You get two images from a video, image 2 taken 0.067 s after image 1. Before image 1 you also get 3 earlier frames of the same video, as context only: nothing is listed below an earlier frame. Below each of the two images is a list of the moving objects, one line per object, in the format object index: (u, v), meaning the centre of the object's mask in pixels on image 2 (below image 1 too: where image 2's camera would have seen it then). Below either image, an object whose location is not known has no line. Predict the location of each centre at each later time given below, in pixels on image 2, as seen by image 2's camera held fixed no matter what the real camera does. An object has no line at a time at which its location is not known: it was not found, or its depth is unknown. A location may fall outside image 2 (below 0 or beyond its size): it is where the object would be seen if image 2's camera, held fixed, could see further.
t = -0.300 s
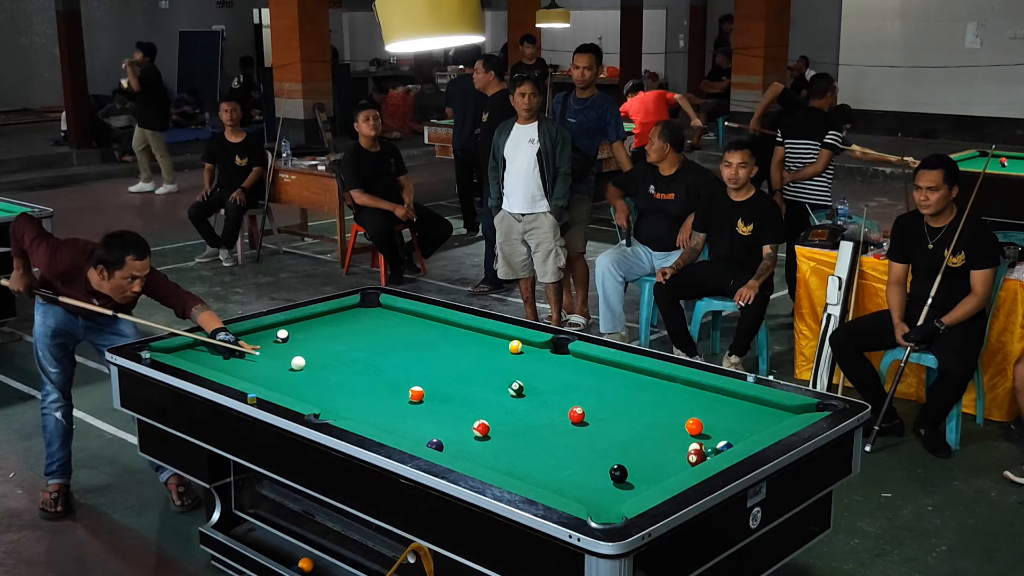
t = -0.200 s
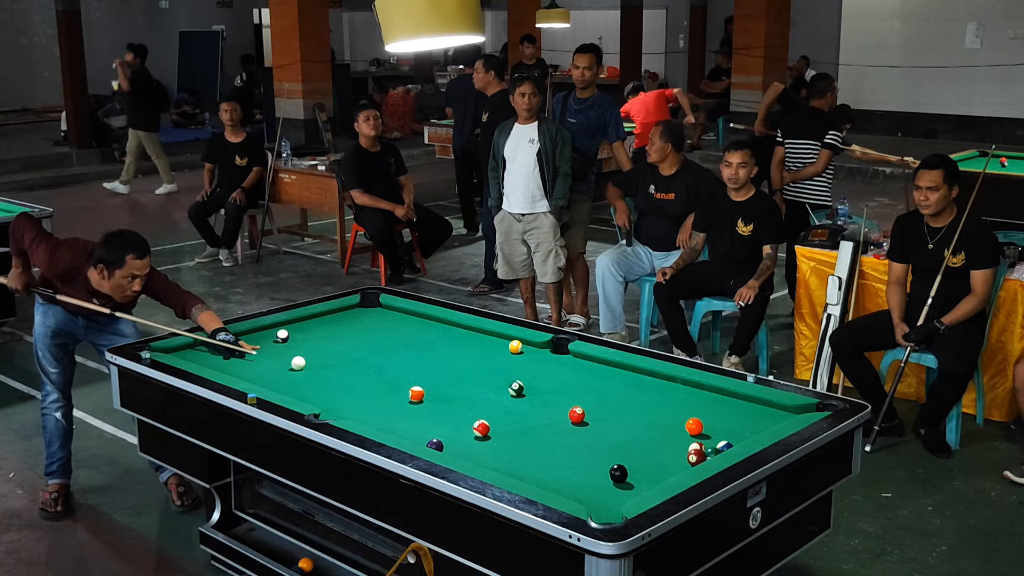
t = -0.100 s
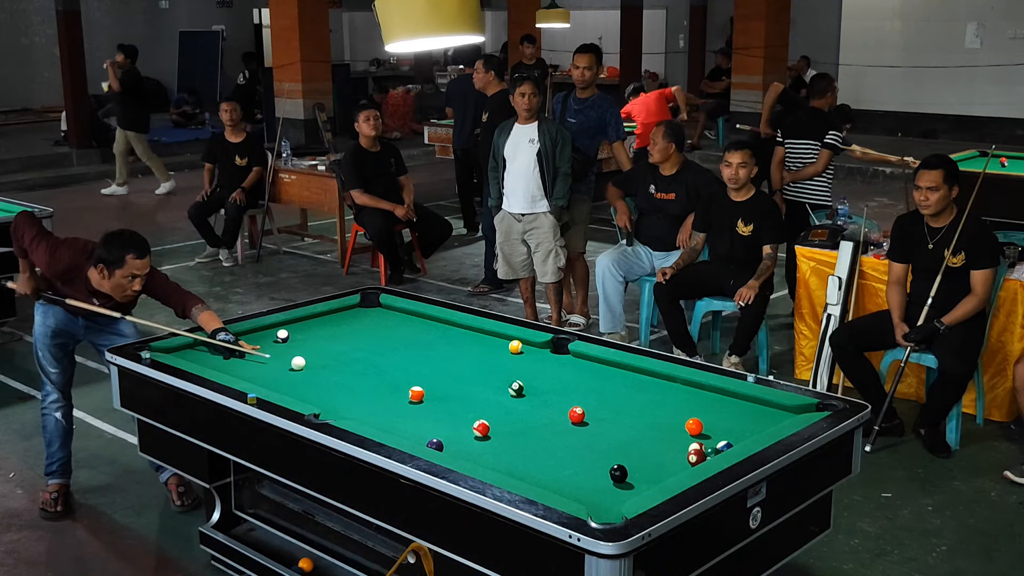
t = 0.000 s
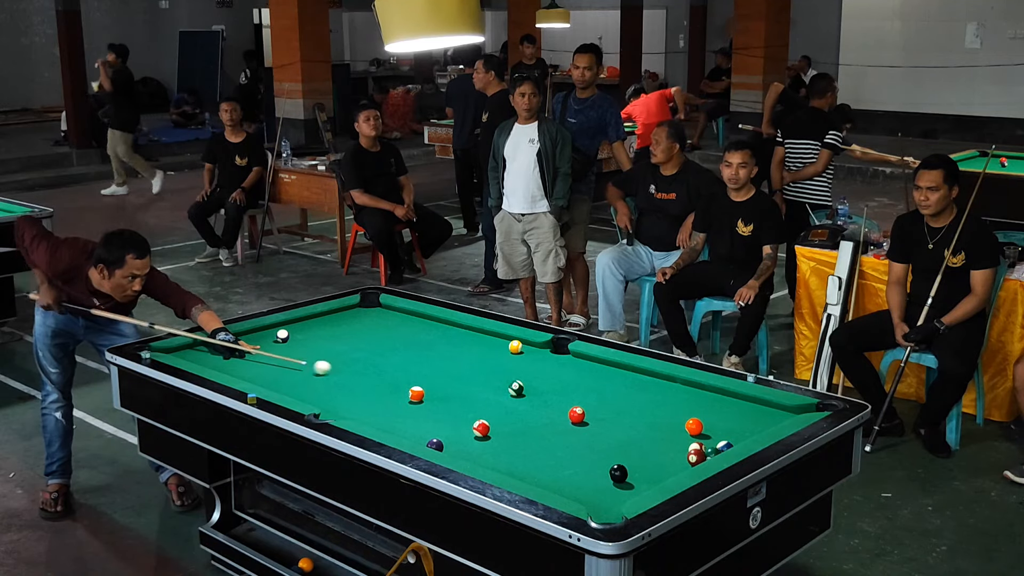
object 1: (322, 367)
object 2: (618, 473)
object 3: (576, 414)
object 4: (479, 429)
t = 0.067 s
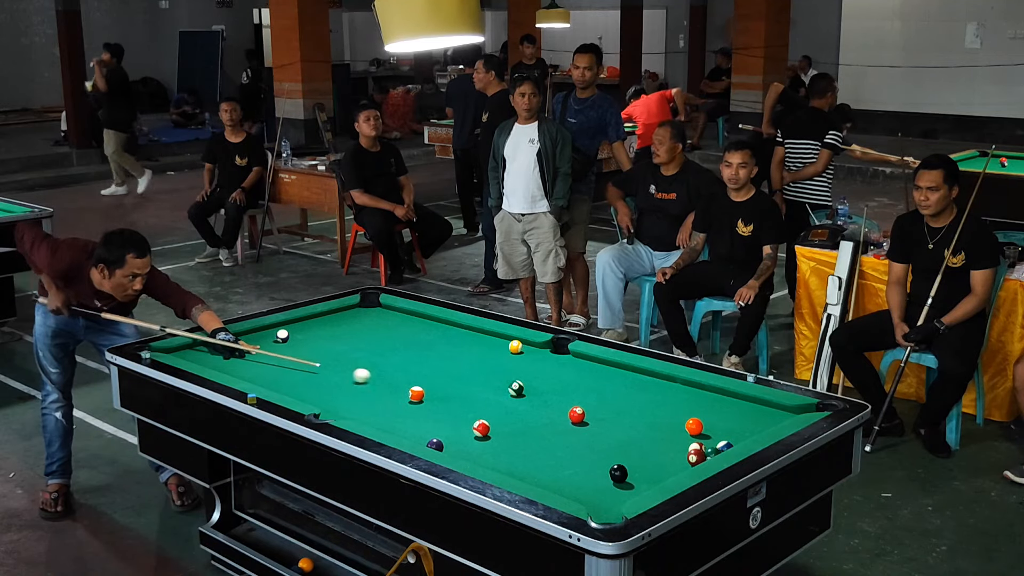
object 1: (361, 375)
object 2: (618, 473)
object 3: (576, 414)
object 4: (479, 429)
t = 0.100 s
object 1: (380, 379)
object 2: (618, 473)
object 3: (576, 414)
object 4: (479, 429)
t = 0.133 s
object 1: (398, 383)
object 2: (618, 473)
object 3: (576, 414)
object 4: (479, 429)
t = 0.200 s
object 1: (434, 390)
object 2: (618, 473)
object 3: (576, 414)
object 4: (479, 429)
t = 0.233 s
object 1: (451, 393)
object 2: (618, 473)
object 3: (576, 414)
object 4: (479, 429)
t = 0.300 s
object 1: (487, 401)
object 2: (618, 473)
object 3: (576, 414)
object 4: (479, 429)
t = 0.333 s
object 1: (505, 404)
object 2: (618, 473)
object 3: (576, 414)
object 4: (479, 429)
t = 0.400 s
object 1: (543, 412)
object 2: (618, 473)
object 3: (576, 414)
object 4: (479, 429)
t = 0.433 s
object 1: (561, 416)
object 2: (618, 473)
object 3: (578, 414)
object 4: (479, 429)
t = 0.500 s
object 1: (570, 427)
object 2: (618, 473)
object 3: (604, 412)
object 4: (479, 429)
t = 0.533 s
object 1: (576, 432)
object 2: (618, 473)
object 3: (614, 411)
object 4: (479, 429)
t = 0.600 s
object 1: (592, 443)
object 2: (618, 473)
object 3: (634, 410)
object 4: (479, 429)
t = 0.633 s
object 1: (600, 448)
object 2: (618, 473)
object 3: (643, 410)
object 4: (479, 429)
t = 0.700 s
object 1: (617, 458)
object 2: (618, 473)
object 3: (662, 408)
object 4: (479, 429)
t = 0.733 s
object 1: (627, 464)
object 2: (618, 473)
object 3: (672, 408)
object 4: (479, 429)
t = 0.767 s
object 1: (637, 471)
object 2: (616, 474)
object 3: (681, 407)
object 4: (479, 429)
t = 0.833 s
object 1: (660, 478)
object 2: (612, 477)
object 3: (699, 406)
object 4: (479, 429)
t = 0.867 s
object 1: (655, 478)
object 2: (609, 478)
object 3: (708, 406)
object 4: (479, 429)
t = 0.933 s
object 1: (638, 474)
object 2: (605, 481)
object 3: (726, 405)
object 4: (479, 429)
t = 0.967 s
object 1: (630, 471)
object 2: (602, 482)
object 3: (734, 404)
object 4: (479, 429)
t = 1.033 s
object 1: (613, 467)
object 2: (598, 484)
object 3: (752, 403)
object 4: (479, 429)
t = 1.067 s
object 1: (606, 465)
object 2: (596, 485)
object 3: (760, 402)
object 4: (479, 429)
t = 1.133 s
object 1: (590, 461)
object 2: (592, 487)
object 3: (764, 406)
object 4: (479, 429)
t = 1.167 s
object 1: (583, 459)
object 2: (590, 488)
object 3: (765, 408)
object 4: (479, 429)
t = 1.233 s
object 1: (568, 455)
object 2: (586, 491)
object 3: (767, 411)
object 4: (479, 429)
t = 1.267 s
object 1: (561, 453)
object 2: (584, 492)
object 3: (768, 413)
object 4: (479, 429)
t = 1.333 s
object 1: (547, 449)
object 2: (580, 494)
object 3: (770, 417)
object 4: (479, 429)
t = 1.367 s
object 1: (540, 447)
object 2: (578, 494)
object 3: (771, 419)
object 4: (479, 429)
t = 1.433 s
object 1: (526, 444)
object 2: (575, 495)
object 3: (772, 421)
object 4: (479, 429)
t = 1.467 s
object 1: (520, 442)
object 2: (574, 495)
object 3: (772, 422)
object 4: (479, 429)
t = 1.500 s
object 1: (514, 440)
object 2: (572, 495)
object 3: (770, 423)
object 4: (479, 429)
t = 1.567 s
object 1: (501, 437)
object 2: (573, 495)
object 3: (762, 425)
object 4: (479, 429)
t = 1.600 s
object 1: (495, 435)
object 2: (574, 495)
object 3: (758, 426)
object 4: (479, 429)
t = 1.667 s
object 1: (486, 434)
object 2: (576, 495)
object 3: (751, 428)
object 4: (476, 426)
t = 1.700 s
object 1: (483, 434)
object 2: (577, 495)
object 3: (747, 428)
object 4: (475, 424)
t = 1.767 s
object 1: (477, 434)
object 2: (579, 495)
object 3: (740, 429)
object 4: (472, 422)
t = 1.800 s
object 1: (473, 434)
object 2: (579, 494)
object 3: (736, 429)
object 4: (471, 421)
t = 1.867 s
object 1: (467, 435)
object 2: (581, 494)
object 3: (729, 430)
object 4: (467, 419)
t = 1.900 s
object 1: (464, 435)
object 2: (582, 494)
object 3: (726, 431)
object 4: (465, 418)
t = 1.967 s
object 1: (459, 435)
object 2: (583, 493)
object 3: (719, 431)
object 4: (461, 416)
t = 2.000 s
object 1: (456, 435)
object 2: (584, 493)
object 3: (715, 432)
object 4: (460, 415)
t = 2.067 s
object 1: (450, 435)
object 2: (585, 492)
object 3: (708, 433)
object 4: (457, 413)
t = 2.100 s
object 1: (448, 435)
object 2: (585, 492)
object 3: (705, 433)
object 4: (454, 413)
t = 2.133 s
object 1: (446, 435)
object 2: (586, 491)
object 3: (702, 434)
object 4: (453, 412)
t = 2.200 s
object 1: (441, 434)
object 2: (587, 491)
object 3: (696, 434)
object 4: (451, 410)
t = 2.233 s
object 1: (438, 434)
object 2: (587, 491)
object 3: (692, 435)
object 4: (449, 409)
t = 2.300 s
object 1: (433, 434)
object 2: (587, 490)
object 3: (686, 435)
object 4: (447, 407)
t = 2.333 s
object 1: (430, 434)
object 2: (588, 490)
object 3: (683, 436)
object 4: (445, 406)
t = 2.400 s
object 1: (426, 435)
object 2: (588, 489)
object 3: (677, 436)
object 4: (442, 405)
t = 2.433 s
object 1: (424, 435)
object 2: (588, 489)
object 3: (674, 437)
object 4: (441, 404)
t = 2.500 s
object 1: (420, 436)
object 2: (588, 489)
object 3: (669, 437)
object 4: (438, 402)
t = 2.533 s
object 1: (418, 436)
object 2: (588, 489)
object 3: (666, 438)
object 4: (437, 401)
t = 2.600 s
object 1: (415, 435)
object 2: (588, 489)
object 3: (661, 438)
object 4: (435, 400)
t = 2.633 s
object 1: (413, 435)
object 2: (588, 489)
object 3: (658, 438)
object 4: (434, 400)
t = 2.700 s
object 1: (410, 435)
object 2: (588, 489)
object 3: (653, 439)
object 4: (432, 398)
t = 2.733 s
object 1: (408, 434)
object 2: (588, 489)
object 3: (650, 439)
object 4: (431, 398)
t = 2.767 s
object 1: (406, 434)
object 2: (588, 489)
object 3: (648, 440)
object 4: (430, 397)
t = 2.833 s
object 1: (403, 434)
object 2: (588, 489)
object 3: (644, 440)
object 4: (429, 396)
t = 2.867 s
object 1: (402, 434)
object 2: (588, 489)
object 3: (641, 441)
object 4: (429, 396)
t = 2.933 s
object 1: (401, 433)
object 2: (588, 489)
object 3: (637, 441)
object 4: (429, 395)
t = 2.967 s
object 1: (401, 433)
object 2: (588, 489)
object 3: (635, 441)
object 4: (429, 395)
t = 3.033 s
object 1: (401, 433)
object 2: (588, 489)
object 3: (631, 442)
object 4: (429, 395)
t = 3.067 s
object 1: (401, 433)
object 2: (588, 489)
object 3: (629, 442)
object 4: (429, 395)
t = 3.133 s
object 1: (402, 433)
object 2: (588, 489)
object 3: (625, 443)
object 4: (429, 394)
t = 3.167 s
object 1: (402, 432)
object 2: (588, 489)
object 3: (624, 443)
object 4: (429, 394)
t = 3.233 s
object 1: (403, 432)
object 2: (588, 489)
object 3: (620, 444)
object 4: (429, 394)
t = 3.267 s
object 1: (403, 432)
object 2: (588, 489)
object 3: (619, 444)
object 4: (429, 394)
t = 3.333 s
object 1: (403, 432)
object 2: (588, 489)
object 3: (616, 444)
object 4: (429, 394)
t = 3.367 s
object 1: (403, 432)
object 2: (588, 489)
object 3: (614, 444)
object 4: (429, 394)
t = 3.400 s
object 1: (404, 432)
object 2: (588, 489)
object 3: (613, 445)
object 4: (429, 393)
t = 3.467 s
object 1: (404, 432)
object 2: (588, 489)
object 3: (610, 445)
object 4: (429, 393)
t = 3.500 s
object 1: (404, 432)
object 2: (588, 489)
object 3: (609, 445)
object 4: (429, 393)
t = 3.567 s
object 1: (404, 432)
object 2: (588, 489)
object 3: (607, 446)
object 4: (429, 393)
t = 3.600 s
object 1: (404, 432)
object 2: (588, 489)
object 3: (606, 446)
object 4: (429, 393)
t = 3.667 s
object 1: (403, 432)
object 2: (588, 489)
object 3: (604, 446)
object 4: (429, 393)
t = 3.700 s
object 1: (404, 432)
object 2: (588, 489)
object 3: (603, 446)
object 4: (429, 394)
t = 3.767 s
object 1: (403, 432)
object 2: (588, 489)
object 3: (601, 447)
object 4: (429, 394)
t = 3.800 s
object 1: (403, 432)
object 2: (588, 489)
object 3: (600, 447)
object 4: (429, 393)
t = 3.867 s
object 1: (403, 432)
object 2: (588, 489)
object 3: (598, 447)
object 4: (429, 393)
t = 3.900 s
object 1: (403, 432)
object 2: (588, 489)
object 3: (598, 447)
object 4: (429, 393)
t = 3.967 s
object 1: (403, 433)
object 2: (588, 489)
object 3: (597, 447)
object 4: (429, 393)
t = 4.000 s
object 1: (403, 433)
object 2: (588, 489)
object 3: (596, 448)
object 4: (429, 394)
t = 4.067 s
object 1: (403, 432)
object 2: (588, 489)
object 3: (595, 448)
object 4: (429, 394)
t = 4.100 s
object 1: (403, 432)
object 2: (588, 489)
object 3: (595, 448)
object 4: (429, 393)
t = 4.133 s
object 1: (403, 432)
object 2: (588, 489)
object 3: (595, 448)
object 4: (429, 394)
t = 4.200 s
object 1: (403, 432)
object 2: (588, 489)
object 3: (594, 448)
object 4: (429, 393)
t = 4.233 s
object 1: (403, 433)
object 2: (588, 489)
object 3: (594, 449)
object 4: (429, 394)
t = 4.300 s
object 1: (403, 432)
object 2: (588, 489)
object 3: (594, 449)
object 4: (429, 393)
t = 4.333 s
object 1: (403, 432)
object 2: (588, 489)
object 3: (594, 449)
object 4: (429, 394)
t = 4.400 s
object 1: (403, 432)
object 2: (588, 489)
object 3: (594, 449)
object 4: (429, 393)
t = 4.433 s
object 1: (403, 432)
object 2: (588, 489)
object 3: (594, 449)
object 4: (429, 393)
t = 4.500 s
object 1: (403, 432)
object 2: (588, 489)
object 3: (594, 449)
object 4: (429, 393)
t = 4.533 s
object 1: (403, 433)
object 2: (588, 489)
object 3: (594, 449)
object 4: (429, 393)
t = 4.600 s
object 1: (403, 433)
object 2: (588, 489)
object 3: (595, 449)
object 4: (429, 393)
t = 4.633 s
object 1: (403, 432)
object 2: (588, 489)
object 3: (595, 449)
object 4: (429, 393)
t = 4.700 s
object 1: (403, 433)
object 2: (588, 489)
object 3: (595, 448)
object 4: (429, 393)
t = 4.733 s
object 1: (403, 433)
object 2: (588, 489)
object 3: (595, 448)
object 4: (429, 393)
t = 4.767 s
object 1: (403, 433)
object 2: (588, 489)
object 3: (595, 448)
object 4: (429, 393)
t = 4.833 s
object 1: (403, 433)
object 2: (588, 489)
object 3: (595, 448)
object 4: (429, 393)
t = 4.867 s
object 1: (403, 433)
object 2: (588, 489)
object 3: (595, 448)
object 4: (429, 393)
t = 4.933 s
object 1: (403, 432)
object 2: (588, 489)
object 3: (595, 448)
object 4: (429, 393)
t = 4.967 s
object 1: (403, 432)
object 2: (588, 489)
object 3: (595, 448)
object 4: (429, 393)
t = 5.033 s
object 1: (403, 433)
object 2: (588, 489)
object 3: (595, 448)
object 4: (429, 393)
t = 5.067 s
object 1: (403, 433)
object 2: (588, 489)
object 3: (595, 448)
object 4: (429, 393)
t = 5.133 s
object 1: (403, 433)
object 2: (588, 489)
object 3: (595, 448)
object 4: (429, 394)
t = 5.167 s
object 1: (403, 433)
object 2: (588, 489)
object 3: (595, 448)
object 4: (429, 393)
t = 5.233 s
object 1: (403, 433)
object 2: (588, 489)
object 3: (595, 448)
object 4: (429, 394)
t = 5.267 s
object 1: (403, 433)
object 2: (588, 489)
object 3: (595, 448)
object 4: (429, 394)
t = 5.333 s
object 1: (403, 433)
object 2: (588, 489)
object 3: (595, 448)
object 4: (429, 394)
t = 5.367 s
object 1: (403, 433)
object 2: (588, 489)
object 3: (595, 448)
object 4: (429, 394)
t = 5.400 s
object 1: (403, 433)
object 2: (588, 489)
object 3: (595, 448)
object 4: (429, 393)
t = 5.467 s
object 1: (403, 433)
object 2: (588, 489)
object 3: (595, 448)
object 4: (429, 393)
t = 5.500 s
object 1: (403, 433)
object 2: (588, 489)
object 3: (595, 448)
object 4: (429, 393)
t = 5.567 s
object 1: (403, 433)
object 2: (588, 489)
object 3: (595, 448)
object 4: (429, 393)
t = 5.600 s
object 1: (403, 433)
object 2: (588, 489)
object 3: (595, 448)
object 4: (429, 393)
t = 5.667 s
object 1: (403, 433)
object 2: (588, 489)
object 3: (595, 448)
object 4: (429, 393)
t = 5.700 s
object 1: (403, 433)
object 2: (588, 489)
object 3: (595, 448)
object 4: (429, 393)
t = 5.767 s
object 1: (403, 433)
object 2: (588, 489)
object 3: (595, 448)
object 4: (429, 393)
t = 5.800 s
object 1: (403, 433)
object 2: (588, 489)
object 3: (595, 448)
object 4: (429, 394)
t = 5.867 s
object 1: (403, 433)
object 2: (588, 489)
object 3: (595, 448)
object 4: (429, 394)
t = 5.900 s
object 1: (403, 433)
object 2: (588, 489)
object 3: (595, 448)
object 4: (429, 393)
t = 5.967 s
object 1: (403, 432)
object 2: (588, 489)
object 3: (595, 448)
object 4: (429, 393)
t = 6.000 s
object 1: (403, 432)
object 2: (588, 489)
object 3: (595, 448)
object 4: (429, 393)
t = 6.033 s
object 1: (403, 433)
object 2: (588, 489)
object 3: (595, 448)
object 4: (429, 393)
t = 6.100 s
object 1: (403, 433)
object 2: (588, 489)
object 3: (595, 448)
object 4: (429, 393)
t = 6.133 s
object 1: (403, 433)
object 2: (588, 489)
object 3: (595, 448)
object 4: (429, 393)
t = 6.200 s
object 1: (403, 433)
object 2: (588, 489)
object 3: (595, 448)
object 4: (429, 393)
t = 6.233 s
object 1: (403, 433)
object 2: (588, 489)
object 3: (595, 448)
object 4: (429, 394)
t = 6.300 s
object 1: (403, 433)
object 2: (588, 489)
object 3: (595, 448)
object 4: (429, 394)
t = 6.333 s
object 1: (403, 433)
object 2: (588, 489)
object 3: (595, 448)
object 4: (429, 393)
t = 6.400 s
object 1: (403, 433)
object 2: (588, 489)
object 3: (595, 448)
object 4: (429, 393)
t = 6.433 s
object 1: (403, 433)
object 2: (588, 489)
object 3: (595, 449)
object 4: (429, 393)
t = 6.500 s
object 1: (403, 433)
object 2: (588, 489)
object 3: (595, 448)
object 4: (429, 394)
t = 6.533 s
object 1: (403, 433)
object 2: (588, 489)
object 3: (595, 448)
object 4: (429, 394)
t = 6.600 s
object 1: (403, 433)
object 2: (588, 489)
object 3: (595, 448)
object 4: (429, 393)
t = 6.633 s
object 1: (403, 433)
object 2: (588, 489)
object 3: (595, 448)
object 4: (429, 394)
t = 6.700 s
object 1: (403, 433)
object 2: (588, 489)
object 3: (595, 448)
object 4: (429, 394)
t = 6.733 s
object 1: (403, 433)
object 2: (588, 489)
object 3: (595, 448)
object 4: (429, 393)
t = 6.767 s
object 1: (403, 433)
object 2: (588, 489)
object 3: (595, 448)
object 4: (429, 393)
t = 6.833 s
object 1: (403, 433)
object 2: (588, 489)
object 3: (595, 448)
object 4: (429, 393)
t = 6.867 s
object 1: (403, 433)
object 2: (588, 489)
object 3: (595, 448)
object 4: (429, 393)
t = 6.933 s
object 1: (403, 433)
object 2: (588, 489)
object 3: (595, 448)
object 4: (429, 393)
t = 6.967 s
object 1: (403, 433)
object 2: (588, 489)
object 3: (595, 448)
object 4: (429, 393)
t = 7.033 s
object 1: (403, 433)
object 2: (588, 489)
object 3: (595, 448)
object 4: (429, 393)
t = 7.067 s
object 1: (403, 433)
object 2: (588, 489)
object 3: (595, 448)
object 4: (429, 393)
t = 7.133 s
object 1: (403, 433)
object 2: (588, 489)
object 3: (595, 448)
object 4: (429, 393)
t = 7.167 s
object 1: (403, 433)
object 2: (588, 489)
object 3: (595, 448)
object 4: (429, 393)
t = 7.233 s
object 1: (403, 433)
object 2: (588, 489)
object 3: (595, 448)
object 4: (429, 393)
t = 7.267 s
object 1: (404, 432)
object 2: (588, 489)
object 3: (595, 448)
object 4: (429, 393)
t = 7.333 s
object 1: (403, 433)
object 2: (588, 489)
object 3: (595, 448)
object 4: (429, 393)
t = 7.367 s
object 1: (403, 432)
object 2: (588, 489)
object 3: (595, 448)
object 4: (429, 394)
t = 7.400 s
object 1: (403, 432)
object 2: (588, 489)
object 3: (595, 448)
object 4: (429, 393)
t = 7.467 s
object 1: (403, 432)
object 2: (588, 489)
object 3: (595, 448)
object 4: (429, 393)
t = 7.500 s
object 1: (403, 433)
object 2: (588, 489)
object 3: (595, 448)
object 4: (429, 394)
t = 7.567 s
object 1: (403, 433)
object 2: (588, 489)
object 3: (595, 448)
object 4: (429, 394)
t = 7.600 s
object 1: (403, 433)
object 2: (588, 489)
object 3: (595, 448)
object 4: (429, 393)
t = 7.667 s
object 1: (403, 432)
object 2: (588, 489)
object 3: (595, 448)
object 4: (429, 393)
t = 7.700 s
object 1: (403, 433)
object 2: (588, 489)
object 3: (595, 448)
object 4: (429, 393)
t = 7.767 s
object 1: (403, 432)
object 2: (588, 489)
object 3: (595, 448)
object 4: (429, 393)
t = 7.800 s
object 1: (404, 432)
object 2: (588, 489)
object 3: (595, 448)
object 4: (429, 393)
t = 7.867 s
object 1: (403, 432)
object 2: (588, 489)
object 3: (595, 448)
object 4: (429, 394)
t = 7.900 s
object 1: (403, 432)
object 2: (588, 489)
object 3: (595, 448)
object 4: (429, 393)
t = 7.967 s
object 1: (403, 432)
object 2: (588, 489)
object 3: (595, 448)
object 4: (429, 393)
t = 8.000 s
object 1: (403, 432)
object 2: (588, 489)
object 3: (595, 448)
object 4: (429, 393)
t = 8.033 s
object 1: (403, 432)
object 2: (588, 489)
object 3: (595, 448)
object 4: (429, 394)
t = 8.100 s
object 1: (403, 432)
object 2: (588, 489)
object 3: (595, 448)
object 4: (429, 394)
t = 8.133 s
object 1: (403, 432)
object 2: (588, 489)
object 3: (595, 448)
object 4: (429, 393)
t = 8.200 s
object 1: (403, 432)
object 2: (588, 489)
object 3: (595, 448)
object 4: (429, 393)
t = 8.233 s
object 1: (403, 432)
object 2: (588, 489)
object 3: (595, 448)
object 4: (429, 393)
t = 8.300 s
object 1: (403, 432)
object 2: (588, 489)
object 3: (595, 448)
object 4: (429, 393)
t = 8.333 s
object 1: (403, 432)
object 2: (588, 489)
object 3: (595, 448)
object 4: (429, 393)
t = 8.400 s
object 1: (403, 432)
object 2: (588, 489)
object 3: (595, 448)
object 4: (429, 393)
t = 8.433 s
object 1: (403, 432)
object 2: (588, 489)
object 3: (595, 448)
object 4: (429, 393)
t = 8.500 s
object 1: (403, 432)
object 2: (588, 489)
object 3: (595, 448)
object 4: (429, 393)
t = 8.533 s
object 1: (403, 433)
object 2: (588, 489)
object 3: (595, 448)
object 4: (429, 393)
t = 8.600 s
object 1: (403, 432)
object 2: (588, 489)
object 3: (595, 448)
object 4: (429, 394)
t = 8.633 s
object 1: (403, 432)
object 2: (588, 489)
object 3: (595, 448)
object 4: (429, 394)
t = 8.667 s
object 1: (403, 433)
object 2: (588, 489)
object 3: (595, 448)
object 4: (429, 394)
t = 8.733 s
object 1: (403, 432)
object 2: (588, 489)
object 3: (595, 448)
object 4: (429, 393)
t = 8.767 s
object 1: (403, 432)
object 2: (588, 489)
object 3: (595, 448)
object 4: (429, 394)
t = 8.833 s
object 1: (403, 432)
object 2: (588, 489)
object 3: (595, 448)
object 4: (429, 393)
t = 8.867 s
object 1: (403, 432)
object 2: (588, 489)
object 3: (595, 448)
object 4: (429, 394)
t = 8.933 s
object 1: (403, 432)
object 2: (588, 489)
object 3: (595, 448)
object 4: (429, 393)
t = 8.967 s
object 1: (403, 432)
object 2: (588, 489)
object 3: (595, 448)
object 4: (429, 393)
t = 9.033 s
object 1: (403, 432)
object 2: (588, 489)
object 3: (595, 448)
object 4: (429, 393)
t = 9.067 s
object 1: (403, 432)
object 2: (588, 489)
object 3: (595, 448)
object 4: (429, 393)
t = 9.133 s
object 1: (403, 433)
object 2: (588, 489)
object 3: (595, 448)
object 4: (429, 393)
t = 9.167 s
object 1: (403, 433)
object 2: (588, 489)
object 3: (595, 448)
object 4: (429, 393)
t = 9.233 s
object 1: (403, 433)
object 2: (588, 488)
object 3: (595, 448)
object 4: (429, 394)
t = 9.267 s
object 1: (403, 433)
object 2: (588, 488)
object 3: (595, 448)
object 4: (429, 394)
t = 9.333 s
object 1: (403, 433)
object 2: (588, 488)
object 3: (595, 448)
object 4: (429, 394)
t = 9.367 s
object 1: (403, 433)
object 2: (588, 488)
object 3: (595, 448)
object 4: (429, 393)
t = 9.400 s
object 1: (403, 433)
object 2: (588, 488)
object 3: (595, 448)
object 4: (429, 393)
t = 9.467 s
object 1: (403, 433)
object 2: (588, 488)
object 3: (595, 448)
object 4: (429, 393)
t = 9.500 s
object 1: (403, 433)
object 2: (588, 488)
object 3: (595, 448)
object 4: (429, 394)
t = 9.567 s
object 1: (403, 433)
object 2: (588, 488)
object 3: (595, 448)
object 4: (429, 394)
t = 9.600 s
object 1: (403, 433)
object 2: (588, 488)
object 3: (595, 448)
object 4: (429, 394)
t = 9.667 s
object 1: (403, 433)
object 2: (588, 488)
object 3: (595, 448)
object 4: (429, 394)
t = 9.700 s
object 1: (403, 433)
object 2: (588, 488)
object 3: (595, 448)
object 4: (429, 394)
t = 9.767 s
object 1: (403, 433)
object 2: (588, 489)
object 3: (595, 448)
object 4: (429, 394)
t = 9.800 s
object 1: (403, 433)
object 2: (588, 489)
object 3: (595, 448)
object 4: (429, 394)
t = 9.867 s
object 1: (403, 433)
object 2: (588, 489)
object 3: (595, 448)
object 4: (429, 394)
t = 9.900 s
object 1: (403, 433)
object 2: (588, 489)
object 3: (595, 448)
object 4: (429, 394)
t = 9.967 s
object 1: (403, 433)
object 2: (588, 489)
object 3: (595, 448)
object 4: (429, 394)
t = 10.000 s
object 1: (403, 433)
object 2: (588, 489)
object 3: (595, 448)
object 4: (429, 394)
